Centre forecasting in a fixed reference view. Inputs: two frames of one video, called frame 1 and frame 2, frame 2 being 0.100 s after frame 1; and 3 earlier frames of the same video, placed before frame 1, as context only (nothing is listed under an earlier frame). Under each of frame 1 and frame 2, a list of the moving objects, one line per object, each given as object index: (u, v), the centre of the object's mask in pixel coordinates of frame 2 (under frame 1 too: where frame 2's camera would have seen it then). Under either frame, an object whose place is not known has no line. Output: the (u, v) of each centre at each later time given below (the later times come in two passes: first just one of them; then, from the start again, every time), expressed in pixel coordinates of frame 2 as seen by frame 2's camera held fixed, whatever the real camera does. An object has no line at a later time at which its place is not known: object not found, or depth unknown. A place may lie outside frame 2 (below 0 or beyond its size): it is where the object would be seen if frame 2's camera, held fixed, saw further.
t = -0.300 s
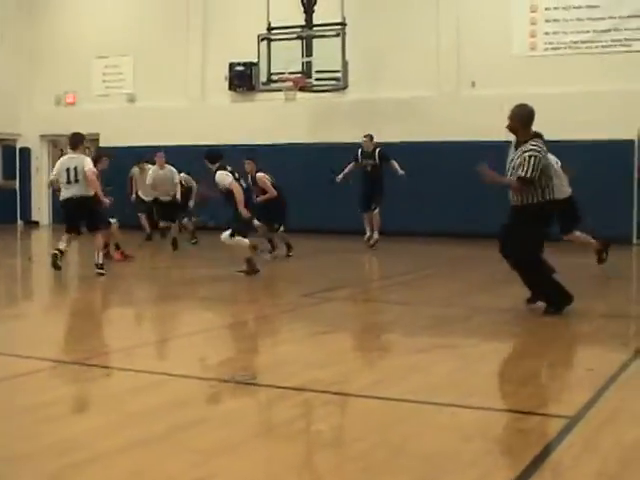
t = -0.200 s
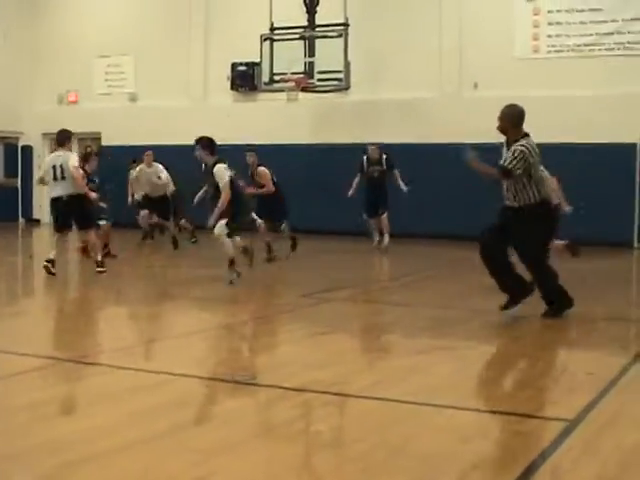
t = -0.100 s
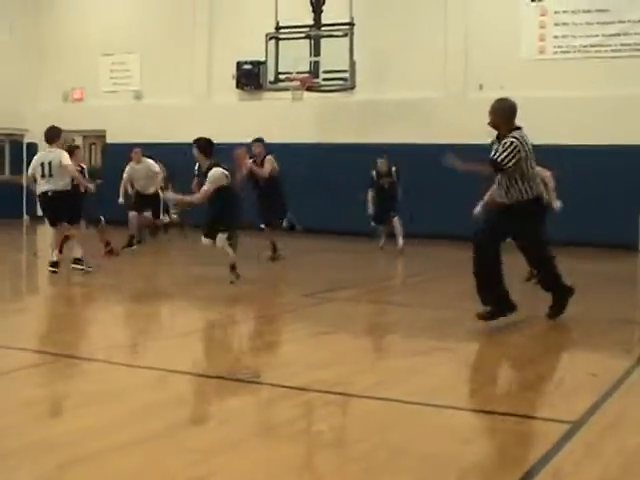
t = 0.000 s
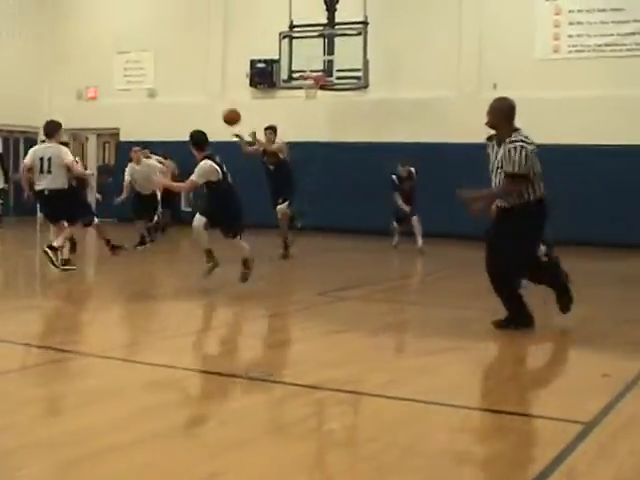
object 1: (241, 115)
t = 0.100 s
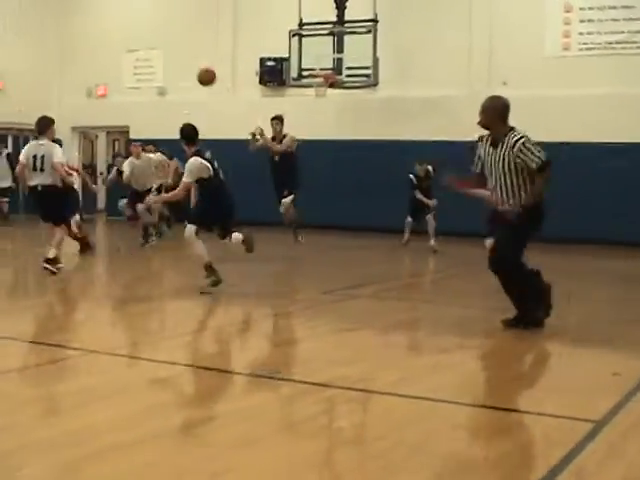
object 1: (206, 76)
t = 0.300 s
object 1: (121, 10)
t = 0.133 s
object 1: (193, 64)
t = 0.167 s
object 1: (180, 52)
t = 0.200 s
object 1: (166, 41)
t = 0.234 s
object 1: (152, 30)
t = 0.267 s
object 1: (137, 20)
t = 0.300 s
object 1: (121, 10)
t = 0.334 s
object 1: (104, 0)
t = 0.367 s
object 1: (86, -9)
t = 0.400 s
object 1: (68, -18)
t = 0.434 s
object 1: (49, -25)
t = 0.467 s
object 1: (28, -31)
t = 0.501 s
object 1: (5, -36)
